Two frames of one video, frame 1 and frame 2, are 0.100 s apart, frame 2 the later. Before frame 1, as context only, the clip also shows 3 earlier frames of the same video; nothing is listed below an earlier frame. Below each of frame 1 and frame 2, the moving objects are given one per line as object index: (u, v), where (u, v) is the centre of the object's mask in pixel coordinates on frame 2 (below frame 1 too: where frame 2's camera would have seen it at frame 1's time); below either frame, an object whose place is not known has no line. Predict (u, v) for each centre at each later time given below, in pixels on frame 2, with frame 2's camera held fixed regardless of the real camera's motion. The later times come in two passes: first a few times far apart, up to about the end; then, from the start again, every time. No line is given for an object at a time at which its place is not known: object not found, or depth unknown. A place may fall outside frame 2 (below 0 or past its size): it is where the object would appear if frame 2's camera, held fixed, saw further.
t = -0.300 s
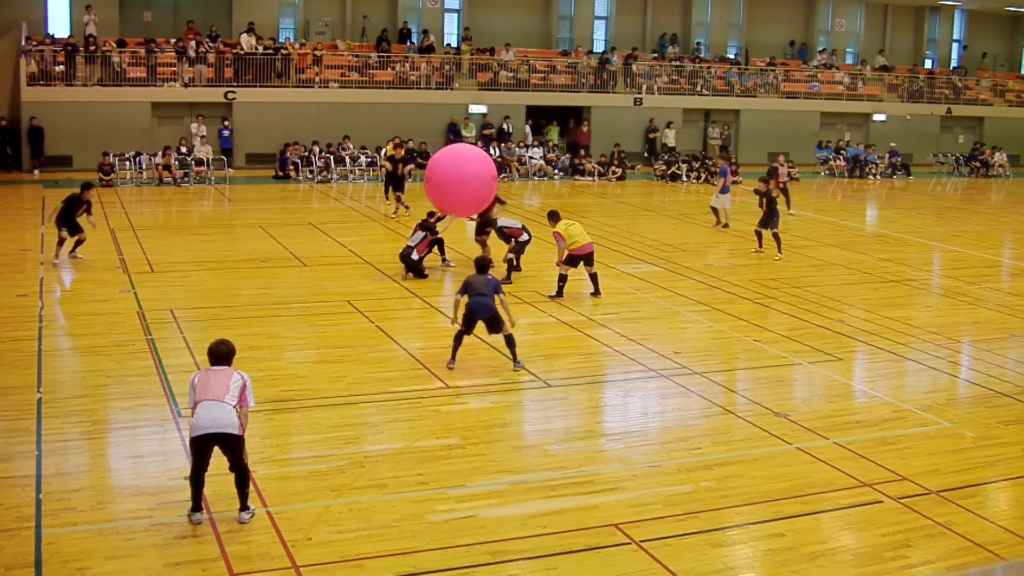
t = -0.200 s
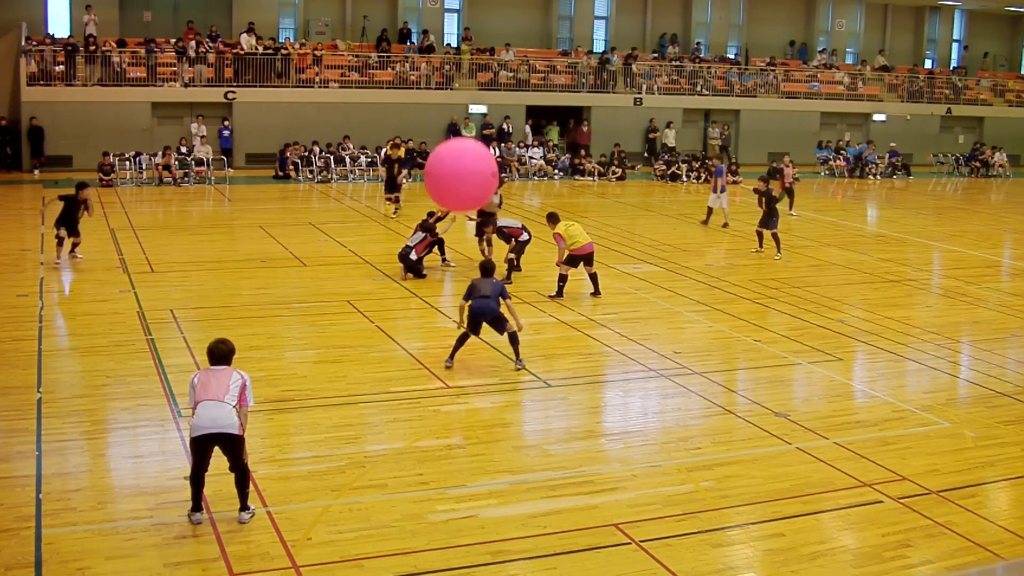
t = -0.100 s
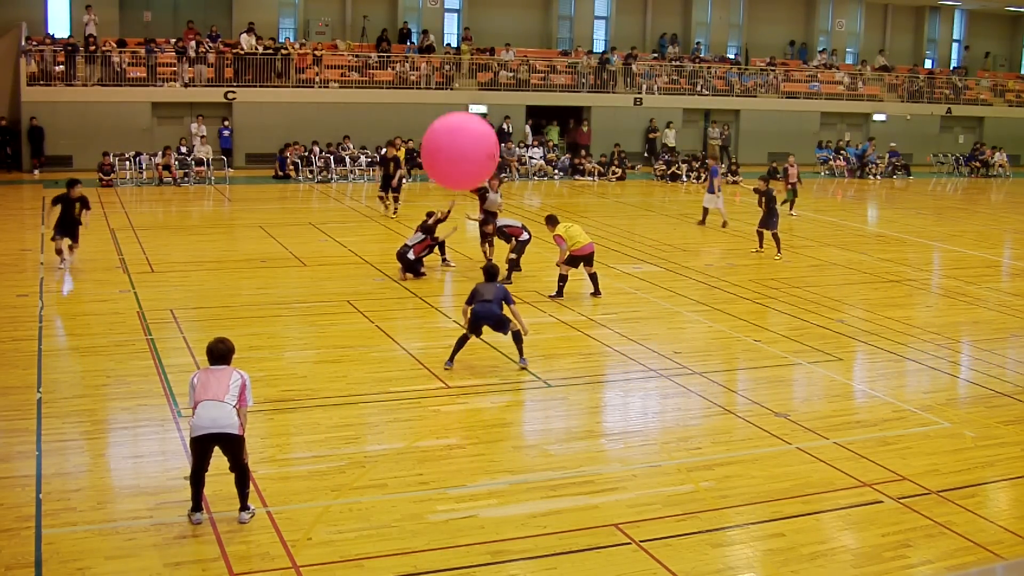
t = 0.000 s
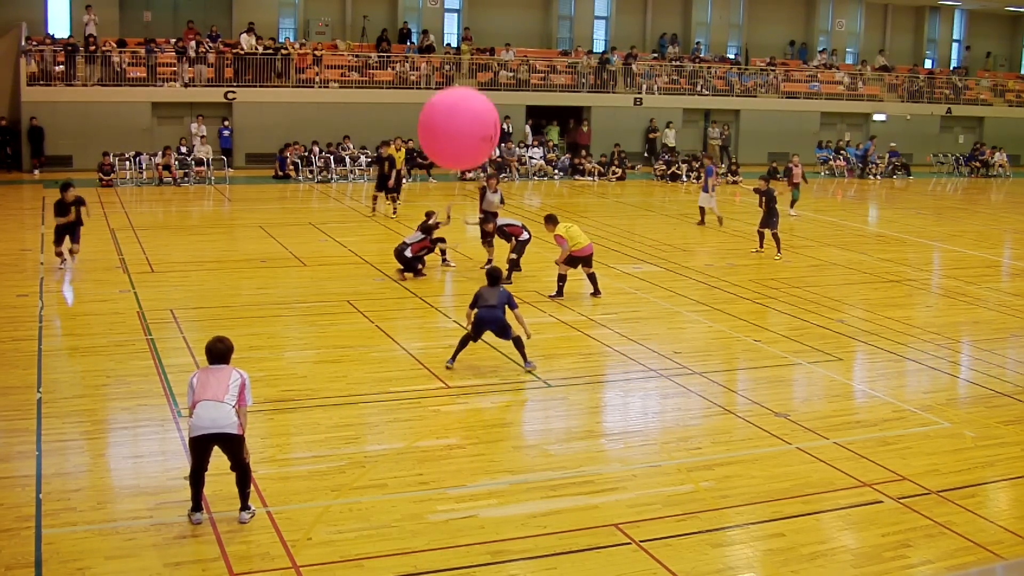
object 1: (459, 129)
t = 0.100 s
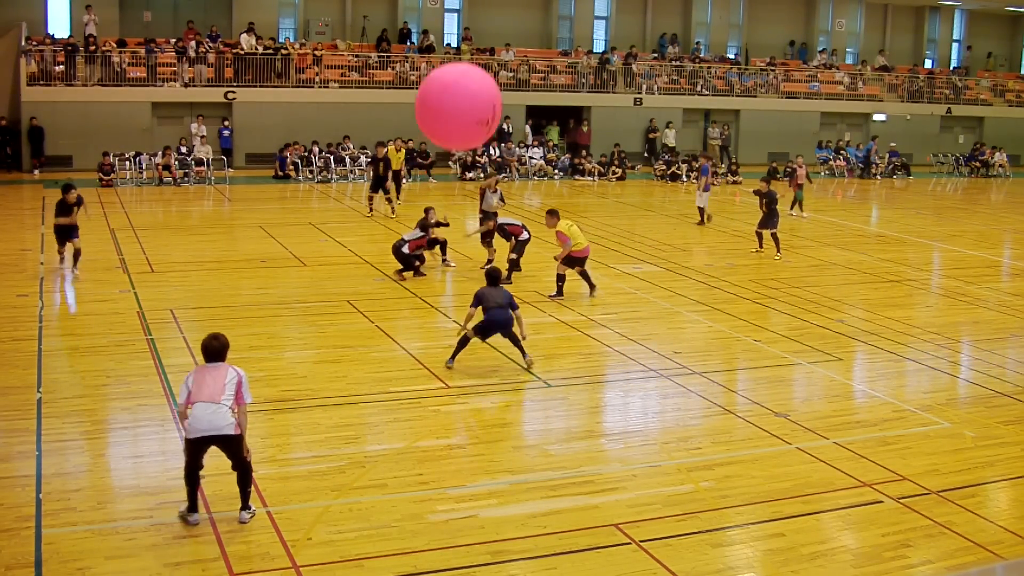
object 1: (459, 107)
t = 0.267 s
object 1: (461, 74)
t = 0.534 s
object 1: (476, 38)
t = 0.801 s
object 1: (505, 27)
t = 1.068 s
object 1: (542, 29)
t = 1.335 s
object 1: (587, 51)
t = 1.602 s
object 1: (632, 121)
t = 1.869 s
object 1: (663, 298)
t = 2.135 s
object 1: (666, 521)
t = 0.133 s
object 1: (459, 100)
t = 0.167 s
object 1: (459, 93)
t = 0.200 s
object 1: (459, 87)
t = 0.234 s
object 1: (460, 80)
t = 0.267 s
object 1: (461, 74)
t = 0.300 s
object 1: (462, 68)
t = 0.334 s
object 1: (463, 62)
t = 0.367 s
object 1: (465, 56)
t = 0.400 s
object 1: (466, 51)
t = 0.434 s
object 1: (468, 46)
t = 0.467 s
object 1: (470, 43)
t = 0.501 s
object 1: (473, 41)
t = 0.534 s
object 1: (476, 38)
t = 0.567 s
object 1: (479, 36)
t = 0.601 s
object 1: (483, 34)
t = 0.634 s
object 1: (486, 33)
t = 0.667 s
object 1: (489, 31)
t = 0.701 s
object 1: (493, 30)
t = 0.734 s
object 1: (497, 29)
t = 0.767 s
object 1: (501, 28)
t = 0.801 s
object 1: (505, 27)
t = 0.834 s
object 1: (509, 27)
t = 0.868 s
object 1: (513, 26)
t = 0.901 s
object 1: (517, 26)
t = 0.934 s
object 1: (522, 27)
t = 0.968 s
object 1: (526, 27)
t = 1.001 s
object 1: (531, 27)
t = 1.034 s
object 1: (536, 28)
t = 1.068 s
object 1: (542, 29)
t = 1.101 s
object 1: (547, 30)
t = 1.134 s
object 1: (553, 32)
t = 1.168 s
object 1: (558, 34)
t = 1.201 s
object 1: (564, 37)
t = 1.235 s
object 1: (570, 39)
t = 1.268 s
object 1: (576, 43)
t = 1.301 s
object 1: (582, 46)
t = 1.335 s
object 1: (587, 51)
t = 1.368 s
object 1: (593, 55)
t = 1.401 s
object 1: (599, 61)
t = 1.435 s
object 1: (604, 67)
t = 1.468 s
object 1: (610, 74)
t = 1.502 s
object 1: (616, 83)
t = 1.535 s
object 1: (621, 92)
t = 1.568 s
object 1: (627, 105)
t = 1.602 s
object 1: (632, 121)
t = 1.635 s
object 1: (637, 138)
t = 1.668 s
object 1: (641, 155)
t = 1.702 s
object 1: (646, 175)
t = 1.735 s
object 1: (650, 196)
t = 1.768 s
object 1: (654, 219)
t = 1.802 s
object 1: (657, 242)
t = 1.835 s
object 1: (660, 268)
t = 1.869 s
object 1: (663, 298)
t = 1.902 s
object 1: (666, 328)
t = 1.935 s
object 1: (667, 360)
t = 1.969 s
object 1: (669, 394)
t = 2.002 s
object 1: (670, 428)
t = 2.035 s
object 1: (670, 460)
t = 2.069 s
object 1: (669, 483)
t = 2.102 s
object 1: (668, 503)
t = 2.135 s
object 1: (666, 521)
